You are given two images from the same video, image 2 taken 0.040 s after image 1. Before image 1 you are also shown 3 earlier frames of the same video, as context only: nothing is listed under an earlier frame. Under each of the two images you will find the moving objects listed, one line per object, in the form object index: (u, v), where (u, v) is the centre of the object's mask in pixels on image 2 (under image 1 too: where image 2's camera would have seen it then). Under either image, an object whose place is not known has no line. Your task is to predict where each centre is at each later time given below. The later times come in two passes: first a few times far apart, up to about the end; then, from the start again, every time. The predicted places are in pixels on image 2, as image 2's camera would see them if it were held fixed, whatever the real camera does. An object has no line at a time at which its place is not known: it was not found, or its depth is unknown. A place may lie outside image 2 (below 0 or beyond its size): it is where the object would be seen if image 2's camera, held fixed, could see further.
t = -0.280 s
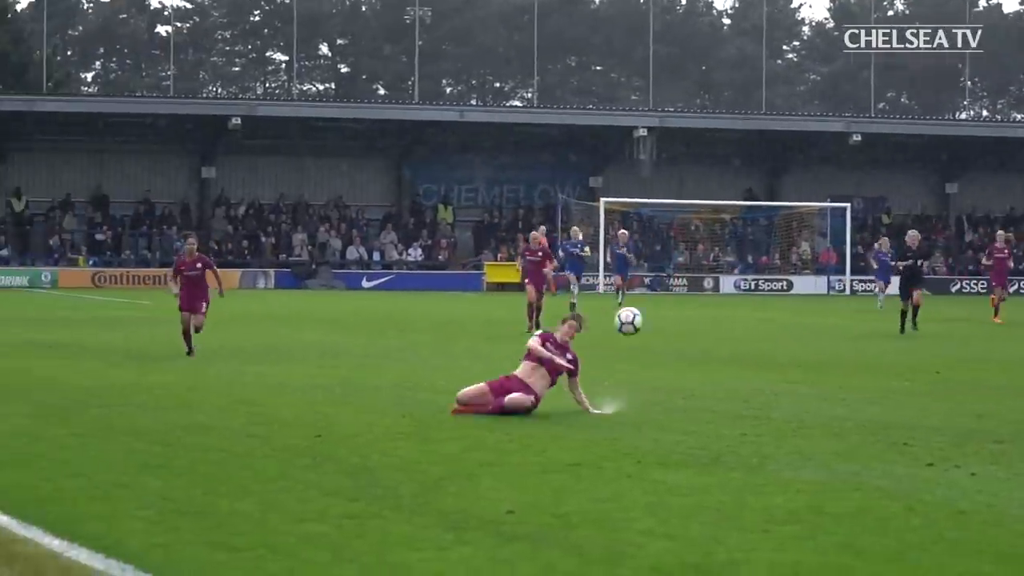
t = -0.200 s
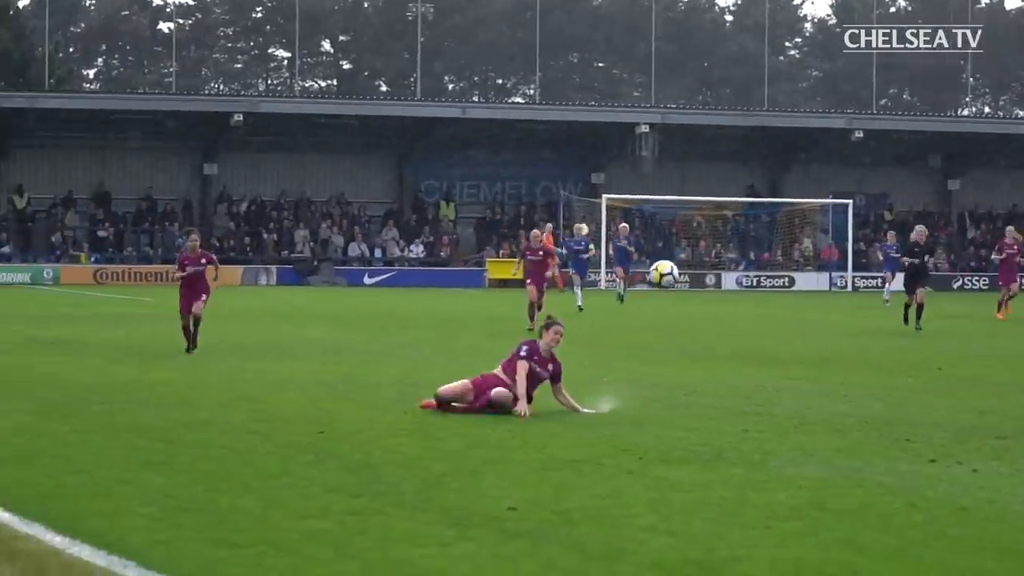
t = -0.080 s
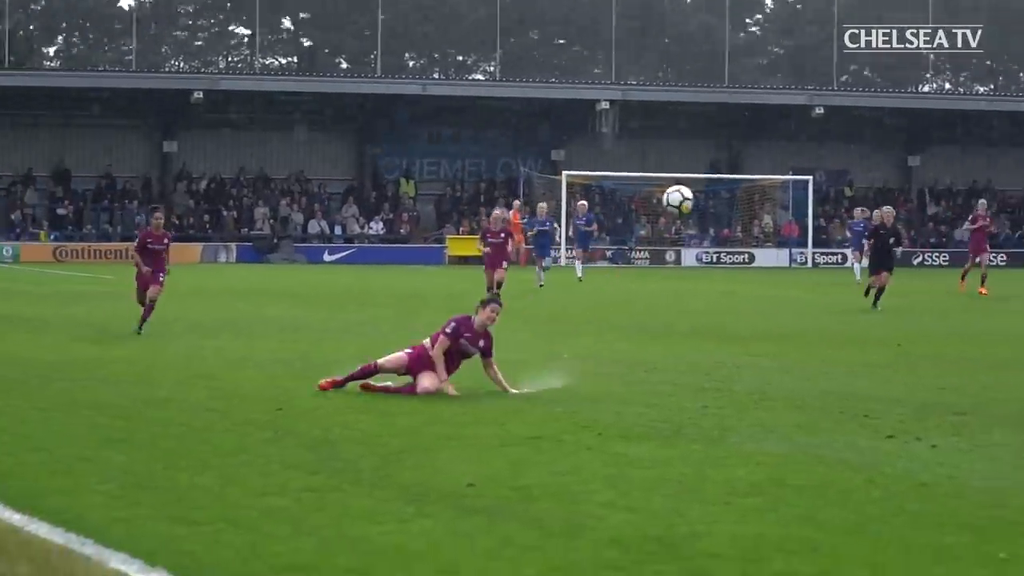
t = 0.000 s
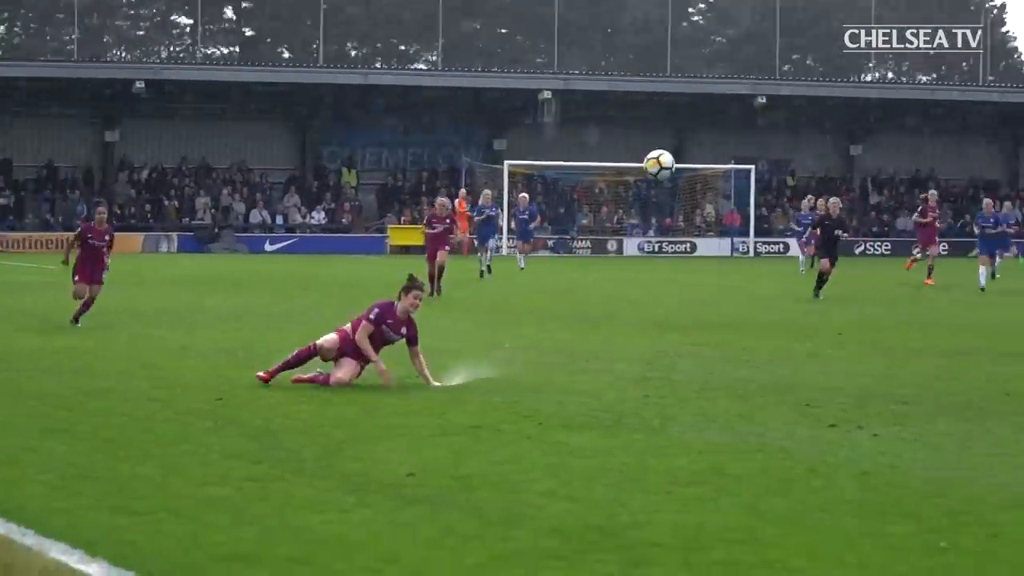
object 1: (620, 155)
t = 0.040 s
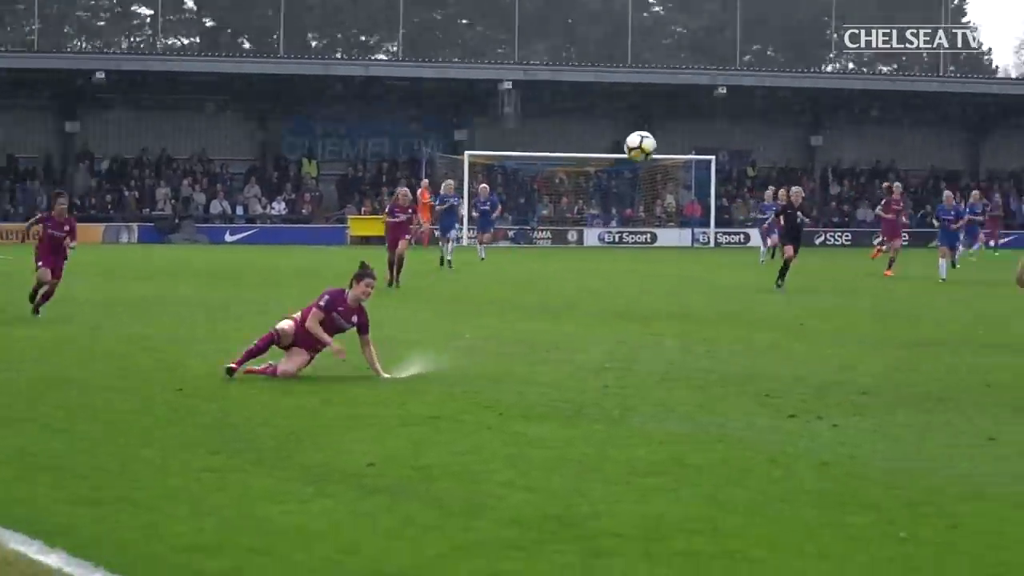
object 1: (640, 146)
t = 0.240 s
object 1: (747, 139)
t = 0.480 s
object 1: (919, 222)
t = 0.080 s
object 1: (660, 138)
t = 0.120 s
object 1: (680, 134)
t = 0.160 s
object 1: (702, 134)
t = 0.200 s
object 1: (724, 133)
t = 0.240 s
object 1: (747, 139)
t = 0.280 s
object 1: (772, 145)
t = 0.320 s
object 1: (798, 155)
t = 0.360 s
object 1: (826, 167)
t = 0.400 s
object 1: (856, 183)
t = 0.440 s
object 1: (886, 202)
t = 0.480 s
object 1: (919, 222)
